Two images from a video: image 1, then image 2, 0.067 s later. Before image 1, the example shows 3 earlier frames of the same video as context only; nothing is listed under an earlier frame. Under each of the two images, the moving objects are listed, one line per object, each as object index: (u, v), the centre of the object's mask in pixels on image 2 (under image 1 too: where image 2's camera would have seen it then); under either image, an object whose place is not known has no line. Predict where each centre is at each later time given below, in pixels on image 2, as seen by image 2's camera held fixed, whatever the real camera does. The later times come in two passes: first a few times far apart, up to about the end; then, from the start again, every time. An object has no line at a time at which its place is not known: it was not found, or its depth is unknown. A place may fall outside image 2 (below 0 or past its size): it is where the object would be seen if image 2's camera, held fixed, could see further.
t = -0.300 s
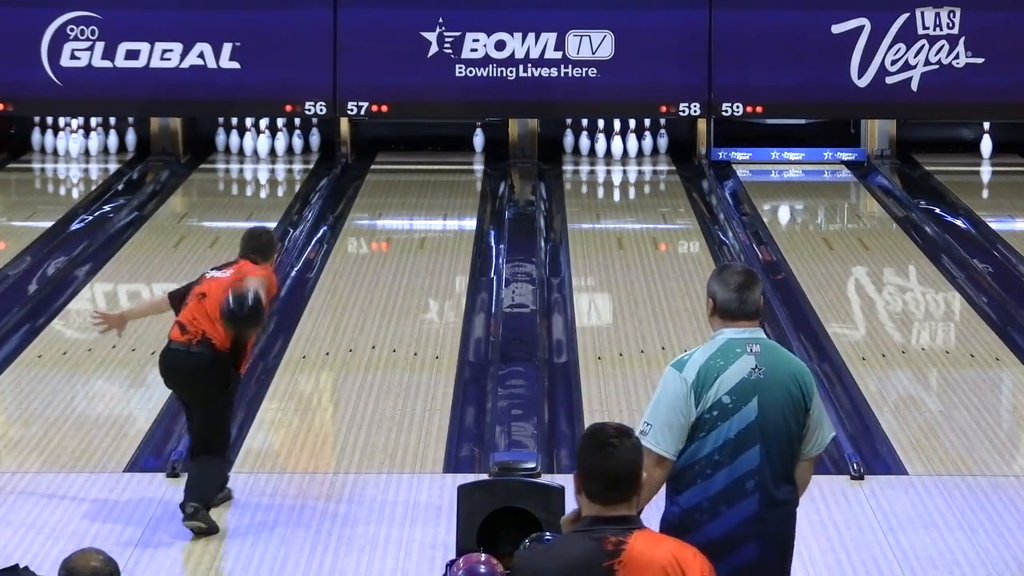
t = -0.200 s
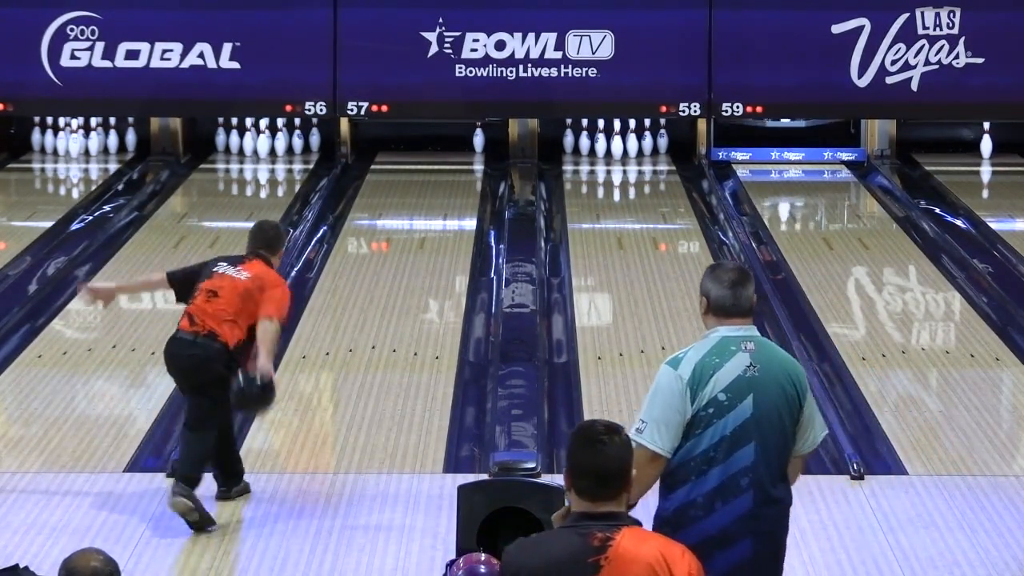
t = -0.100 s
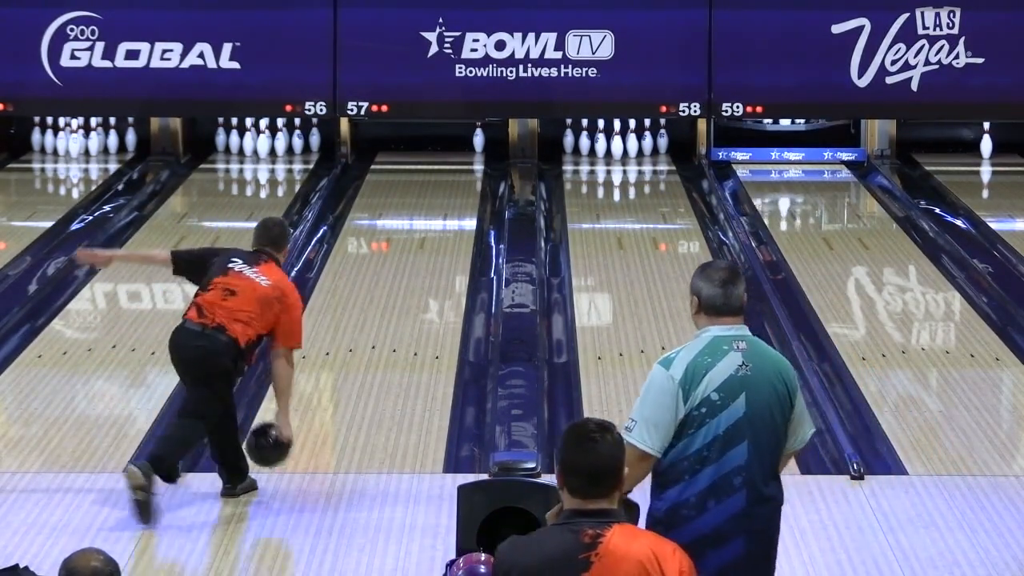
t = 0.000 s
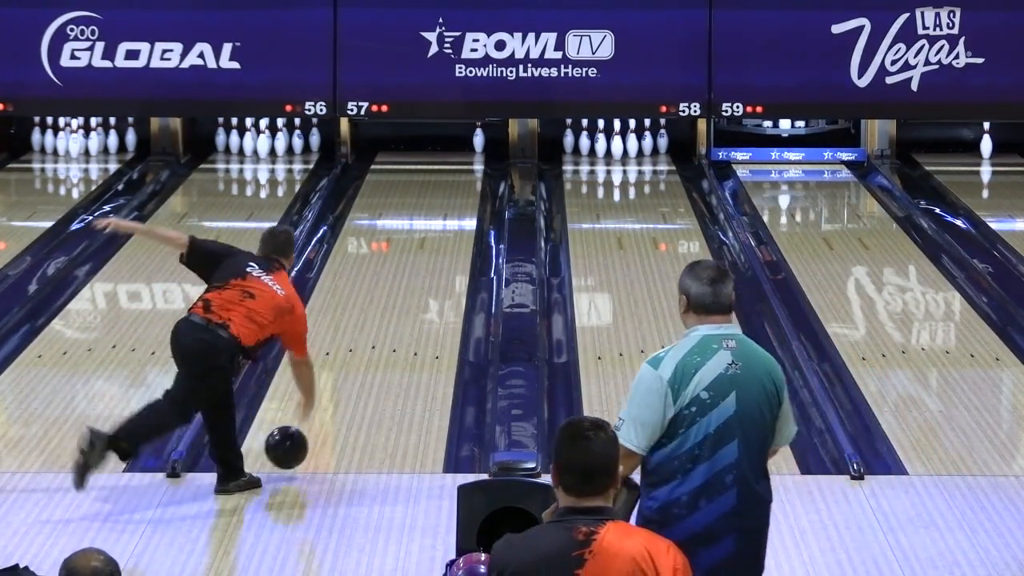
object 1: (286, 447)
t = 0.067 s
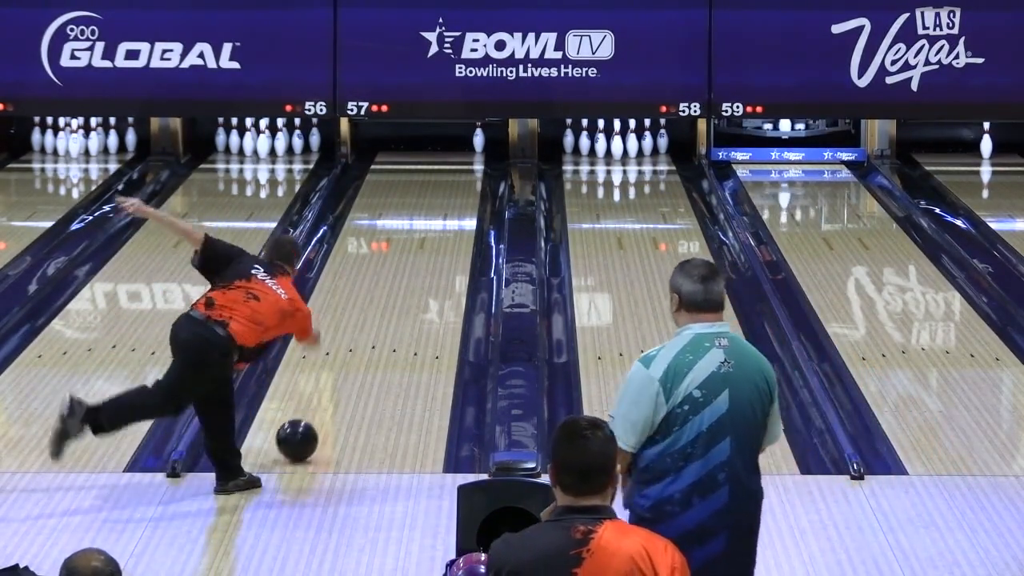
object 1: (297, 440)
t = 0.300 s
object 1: (329, 391)
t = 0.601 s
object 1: (363, 339)
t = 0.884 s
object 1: (389, 298)
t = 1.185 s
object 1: (412, 261)
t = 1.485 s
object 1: (431, 230)
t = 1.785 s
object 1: (446, 203)
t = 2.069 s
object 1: (456, 181)
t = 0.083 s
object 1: (299, 436)
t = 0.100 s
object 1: (302, 432)
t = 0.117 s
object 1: (304, 429)
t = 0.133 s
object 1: (306, 426)
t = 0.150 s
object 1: (309, 422)
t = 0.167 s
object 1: (311, 418)
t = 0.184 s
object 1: (313, 415)
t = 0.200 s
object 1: (316, 411)
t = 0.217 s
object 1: (318, 408)
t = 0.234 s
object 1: (320, 404)
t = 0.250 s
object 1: (322, 401)
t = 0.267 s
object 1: (324, 398)
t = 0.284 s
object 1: (327, 395)
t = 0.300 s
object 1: (329, 391)
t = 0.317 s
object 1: (331, 388)
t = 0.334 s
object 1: (333, 385)
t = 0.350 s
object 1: (335, 382)
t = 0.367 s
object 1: (337, 379)
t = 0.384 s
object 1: (339, 376)
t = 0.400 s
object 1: (341, 373)
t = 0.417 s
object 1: (343, 370)
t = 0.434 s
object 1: (345, 367)
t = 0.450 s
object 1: (347, 364)
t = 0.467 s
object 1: (349, 361)
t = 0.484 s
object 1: (350, 358)
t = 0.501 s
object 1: (352, 355)
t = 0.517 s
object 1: (354, 353)
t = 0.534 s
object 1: (356, 350)
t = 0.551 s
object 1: (358, 347)
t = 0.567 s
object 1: (359, 345)
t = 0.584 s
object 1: (361, 342)
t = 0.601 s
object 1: (363, 339)
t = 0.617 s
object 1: (365, 337)
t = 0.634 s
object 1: (367, 334)
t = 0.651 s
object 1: (369, 331)
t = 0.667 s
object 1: (370, 329)
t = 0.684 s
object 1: (371, 327)
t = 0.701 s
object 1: (373, 324)
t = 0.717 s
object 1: (374, 322)
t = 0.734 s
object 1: (376, 319)
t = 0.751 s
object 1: (377, 317)
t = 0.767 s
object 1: (379, 314)
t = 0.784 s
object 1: (380, 312)
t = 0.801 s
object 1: (382, 310)
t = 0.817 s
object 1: (383, 307)
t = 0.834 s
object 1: (385, 305)
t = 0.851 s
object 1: (386, 303)
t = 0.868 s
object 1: (388, 300)
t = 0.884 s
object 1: (389, 298)
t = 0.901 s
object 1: (391, 296)
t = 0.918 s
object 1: (392, 294)
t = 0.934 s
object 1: (393, 291)
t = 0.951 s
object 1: (394, 289)
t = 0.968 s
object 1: (396, 287)
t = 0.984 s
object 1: (397, 285)
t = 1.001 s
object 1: (398, 283)
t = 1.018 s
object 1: (400, 281)
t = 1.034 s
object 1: (401, 279)
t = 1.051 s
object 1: (402, 277)
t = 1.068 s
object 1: (403, 275)
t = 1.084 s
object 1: (405, 273)
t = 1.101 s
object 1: (406, 271)
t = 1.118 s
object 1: (407, 269)
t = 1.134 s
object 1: (408, 267)
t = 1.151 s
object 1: (409, 265)
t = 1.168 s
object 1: (411, 263)
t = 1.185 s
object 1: (412, 261)
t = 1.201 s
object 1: (413, 259)
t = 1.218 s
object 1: (414, 258)
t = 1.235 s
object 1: (415, 256)
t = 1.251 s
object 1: (416, 254)
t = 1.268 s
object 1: (417, 252)
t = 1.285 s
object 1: (418, 250)
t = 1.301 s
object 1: (420, 248)
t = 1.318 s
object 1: (421, 247)
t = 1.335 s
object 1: (422, 245)
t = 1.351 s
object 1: (422, 243)
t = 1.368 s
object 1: (424, 242)
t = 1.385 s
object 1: (425, 240)
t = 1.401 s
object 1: (426, 238)
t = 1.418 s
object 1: (427, 237)
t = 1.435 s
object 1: (428, 235)
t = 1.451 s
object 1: (429, 233)
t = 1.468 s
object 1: (430, 232)
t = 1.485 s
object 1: (431, 230)
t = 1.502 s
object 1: (432, 228)
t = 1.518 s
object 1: (432, 227)
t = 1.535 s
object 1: (433, 225)
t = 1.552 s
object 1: (434, 223)
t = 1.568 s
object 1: (435, 222)
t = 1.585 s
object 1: (436, 220)
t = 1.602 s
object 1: (437, 219)
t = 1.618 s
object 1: (438, 217)
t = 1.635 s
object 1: (439, 216)
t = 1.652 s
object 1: (439, 214)
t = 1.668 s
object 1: (440, 213)
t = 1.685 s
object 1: (441, 211)
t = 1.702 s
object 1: (442, 210)
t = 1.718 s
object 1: (443, 208)
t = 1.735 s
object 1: (444, 207)
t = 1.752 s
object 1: (444, 206)
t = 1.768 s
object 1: (445, 204)
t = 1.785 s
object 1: (446, 203)
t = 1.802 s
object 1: (446, 201)
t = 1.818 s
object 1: (447, 200)
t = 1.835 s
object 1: (448, 199)
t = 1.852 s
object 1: (449, 198)
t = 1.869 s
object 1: (449, 196)
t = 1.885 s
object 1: (450, 195)
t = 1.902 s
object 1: (451, 194)
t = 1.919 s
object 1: (451, 192)
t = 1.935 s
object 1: (452, 191)
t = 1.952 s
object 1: (452, 190)
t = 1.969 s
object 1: (453, 189)
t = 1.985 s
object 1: (454, 187)
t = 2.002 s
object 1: (454, 186)
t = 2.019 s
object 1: (455, 185)
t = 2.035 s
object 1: (455, 183)
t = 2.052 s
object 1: (455, 183)
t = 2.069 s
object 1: (456, 181)
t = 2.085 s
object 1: (456, 180)
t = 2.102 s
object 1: (457, 179)
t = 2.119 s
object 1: (457, 178)
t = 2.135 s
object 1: (458, 176)
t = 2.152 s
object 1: (458, 175)
